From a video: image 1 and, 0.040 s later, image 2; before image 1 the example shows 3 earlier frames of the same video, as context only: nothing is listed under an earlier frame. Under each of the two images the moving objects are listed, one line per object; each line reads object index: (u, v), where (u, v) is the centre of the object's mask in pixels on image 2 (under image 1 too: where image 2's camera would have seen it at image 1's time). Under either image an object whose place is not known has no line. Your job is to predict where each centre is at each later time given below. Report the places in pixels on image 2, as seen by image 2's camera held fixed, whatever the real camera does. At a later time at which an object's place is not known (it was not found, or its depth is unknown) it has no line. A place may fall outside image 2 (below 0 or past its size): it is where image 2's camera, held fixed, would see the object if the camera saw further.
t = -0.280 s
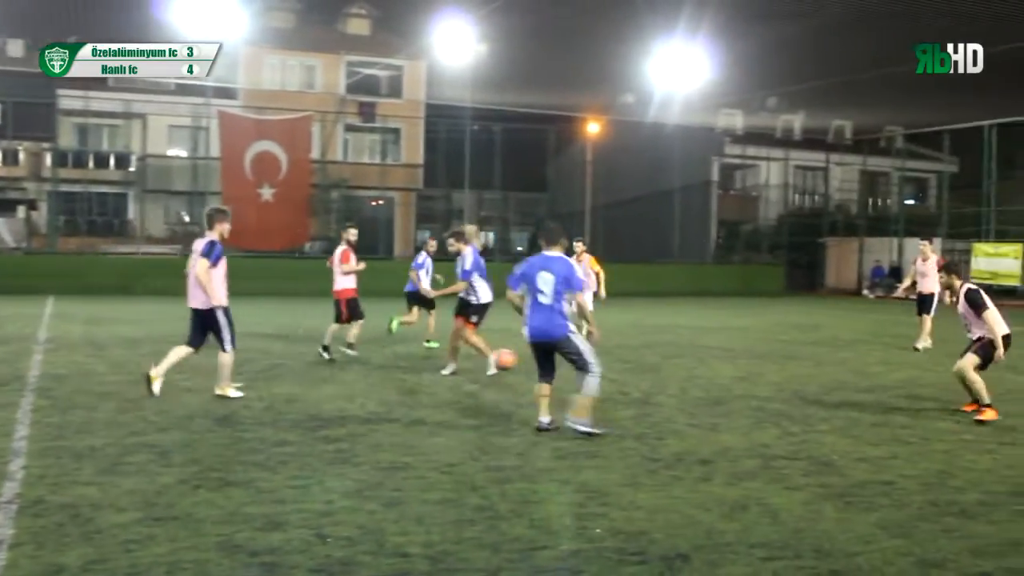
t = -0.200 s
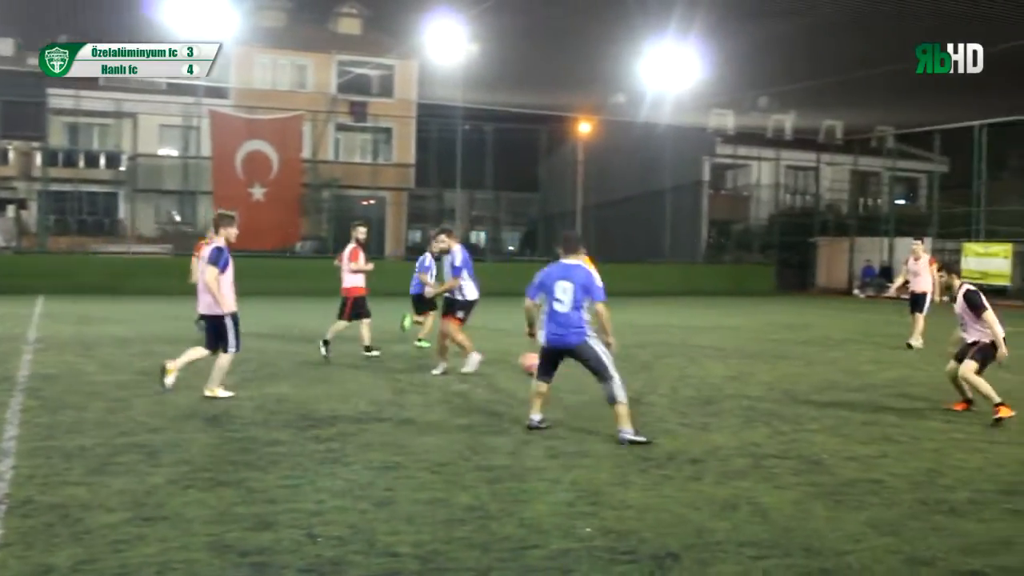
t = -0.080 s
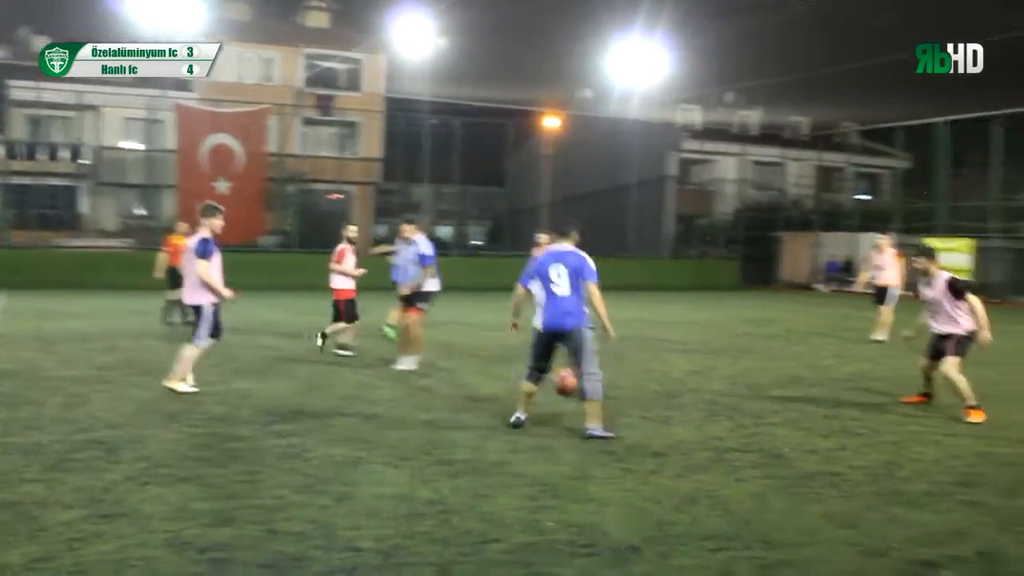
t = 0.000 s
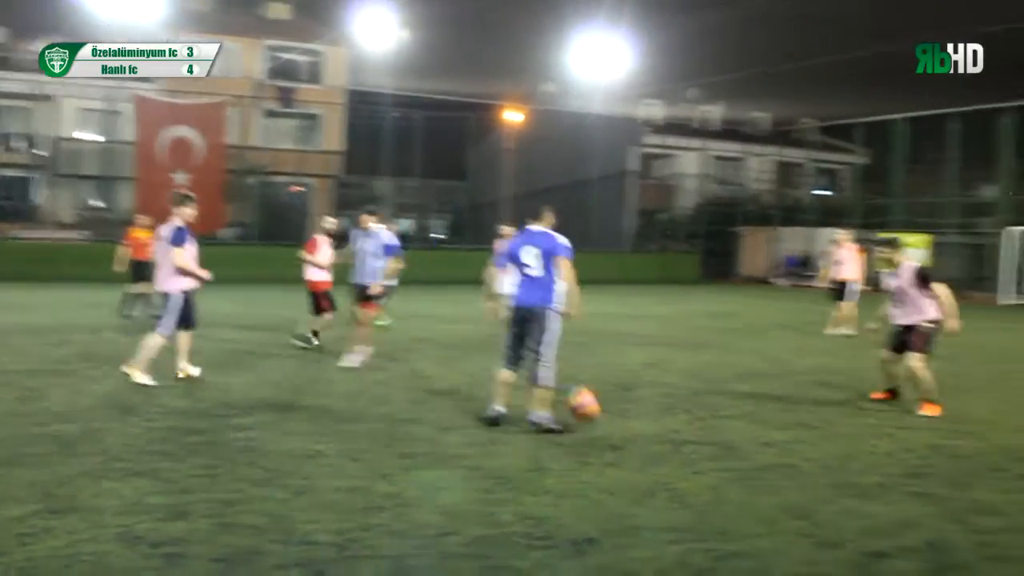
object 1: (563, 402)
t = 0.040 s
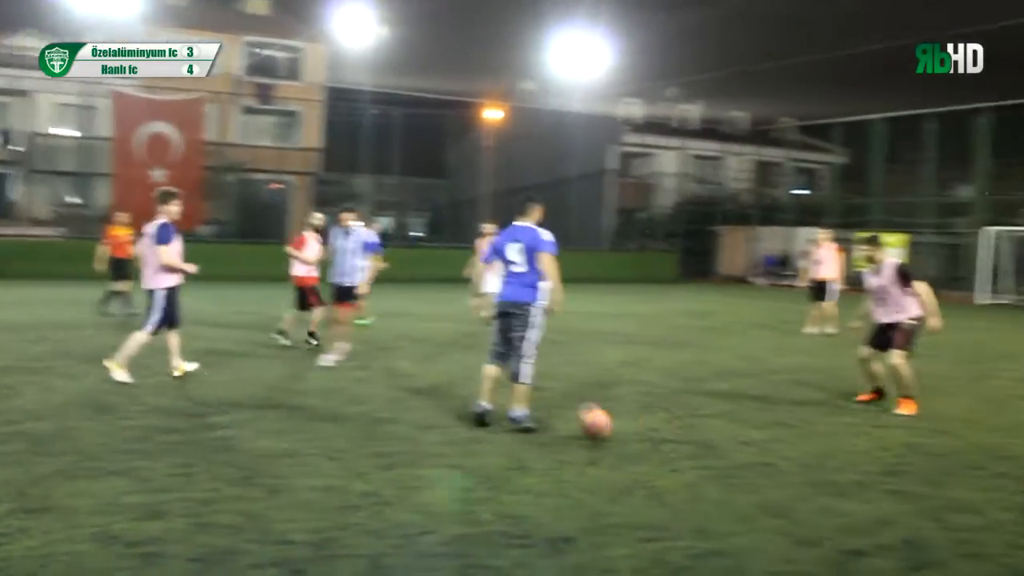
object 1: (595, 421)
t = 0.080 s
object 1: (627, 426)
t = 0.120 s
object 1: (659, 427)
